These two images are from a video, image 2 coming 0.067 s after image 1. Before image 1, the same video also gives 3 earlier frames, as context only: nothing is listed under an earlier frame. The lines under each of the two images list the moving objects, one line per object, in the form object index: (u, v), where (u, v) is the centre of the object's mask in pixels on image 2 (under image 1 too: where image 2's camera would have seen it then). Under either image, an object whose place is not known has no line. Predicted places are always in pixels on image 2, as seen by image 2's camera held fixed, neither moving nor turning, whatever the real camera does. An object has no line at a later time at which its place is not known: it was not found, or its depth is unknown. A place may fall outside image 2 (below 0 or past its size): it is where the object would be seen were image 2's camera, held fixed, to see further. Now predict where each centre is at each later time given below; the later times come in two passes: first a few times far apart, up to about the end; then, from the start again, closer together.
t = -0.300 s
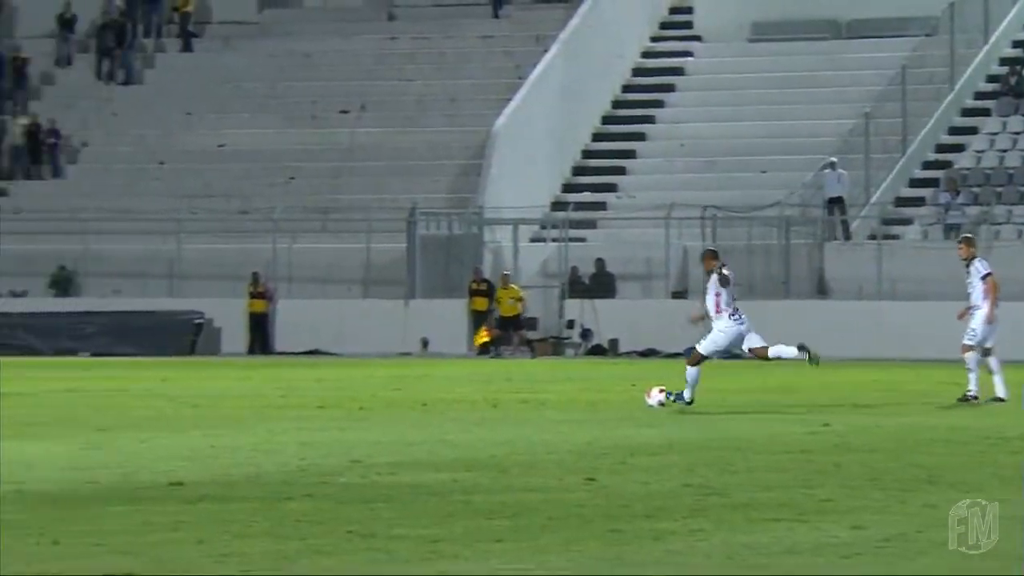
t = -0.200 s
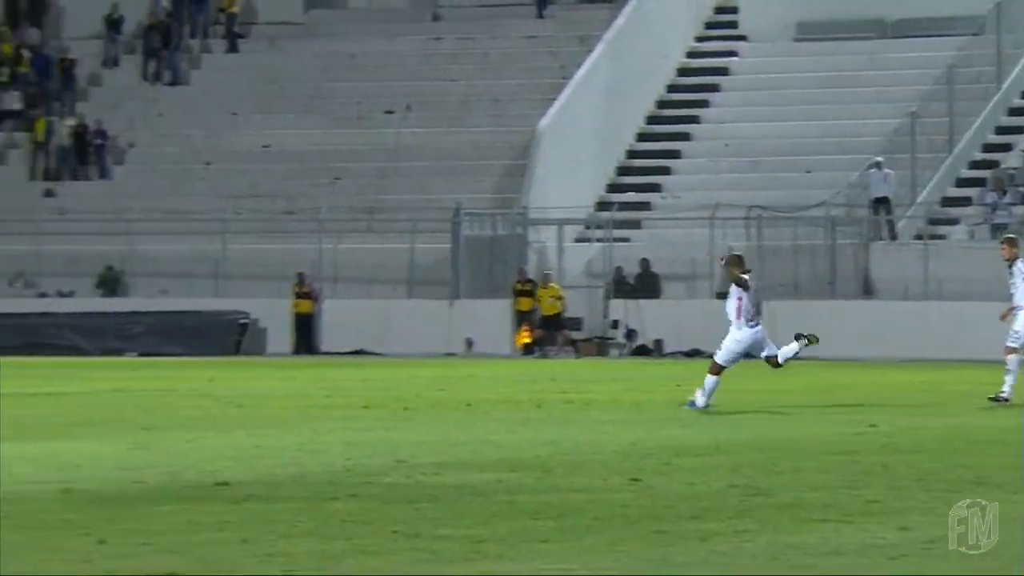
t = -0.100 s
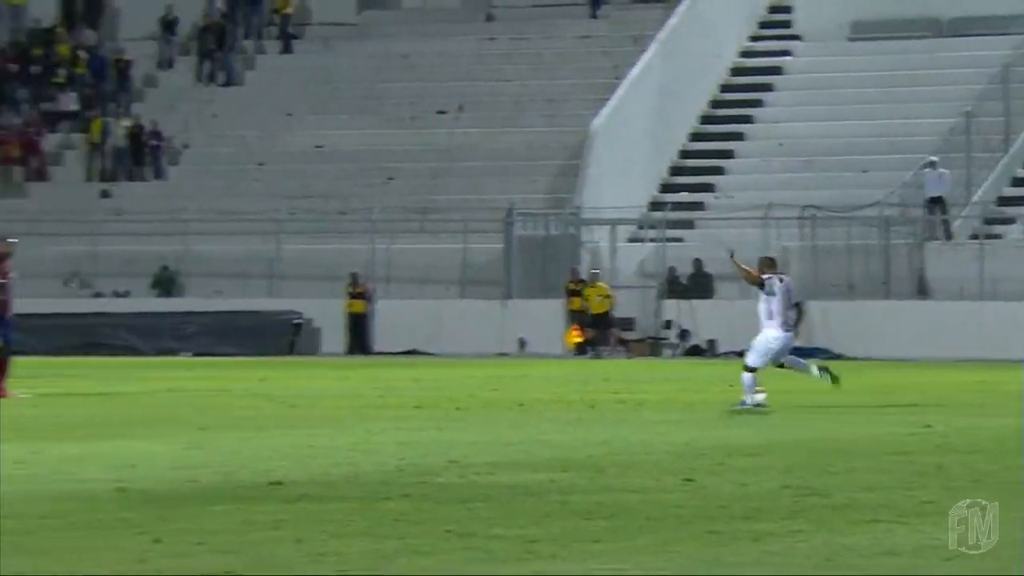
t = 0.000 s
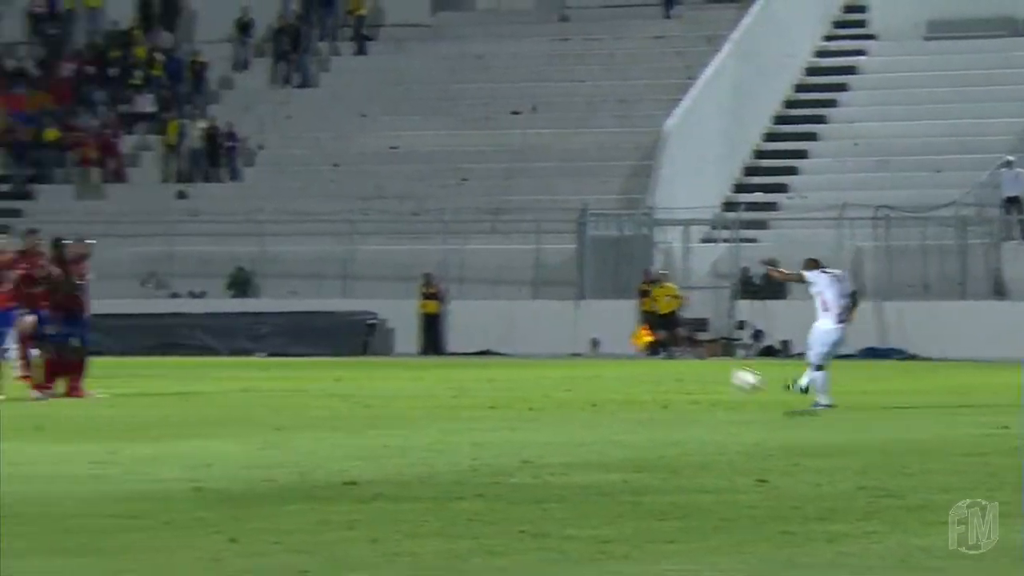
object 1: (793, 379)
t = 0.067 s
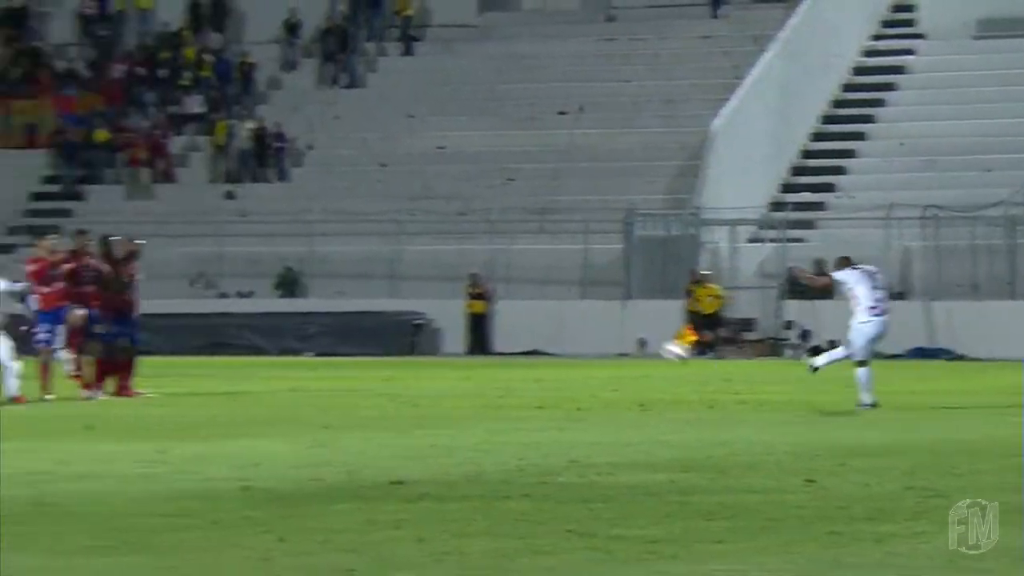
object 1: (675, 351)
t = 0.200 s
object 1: (451, 307)
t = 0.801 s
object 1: (-480, 208)
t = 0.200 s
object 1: (451, 307)
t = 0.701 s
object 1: (-324, 215)
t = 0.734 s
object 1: (-375, 212)
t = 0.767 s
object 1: (-428, 210)
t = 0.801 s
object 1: (-480, 208)
